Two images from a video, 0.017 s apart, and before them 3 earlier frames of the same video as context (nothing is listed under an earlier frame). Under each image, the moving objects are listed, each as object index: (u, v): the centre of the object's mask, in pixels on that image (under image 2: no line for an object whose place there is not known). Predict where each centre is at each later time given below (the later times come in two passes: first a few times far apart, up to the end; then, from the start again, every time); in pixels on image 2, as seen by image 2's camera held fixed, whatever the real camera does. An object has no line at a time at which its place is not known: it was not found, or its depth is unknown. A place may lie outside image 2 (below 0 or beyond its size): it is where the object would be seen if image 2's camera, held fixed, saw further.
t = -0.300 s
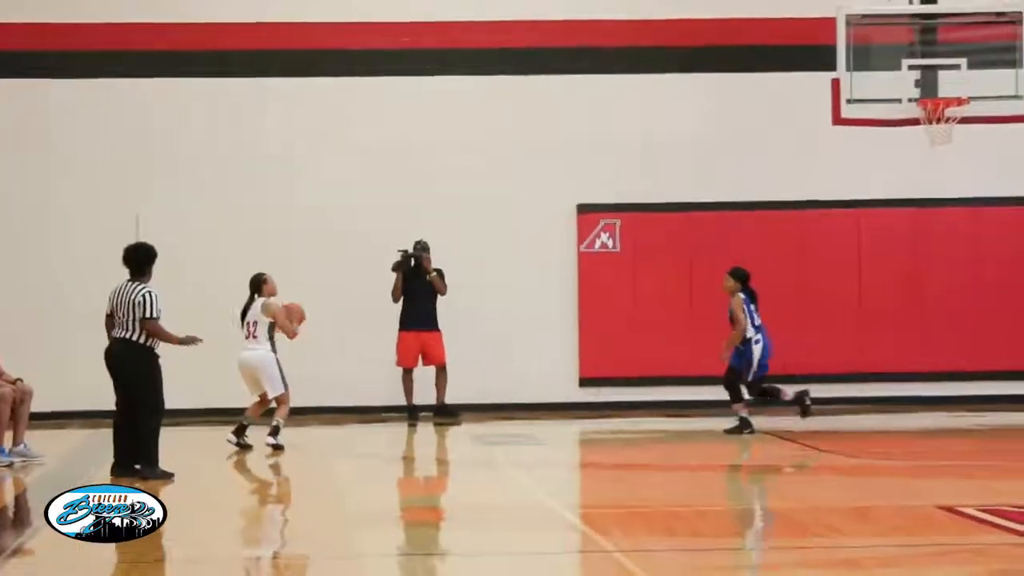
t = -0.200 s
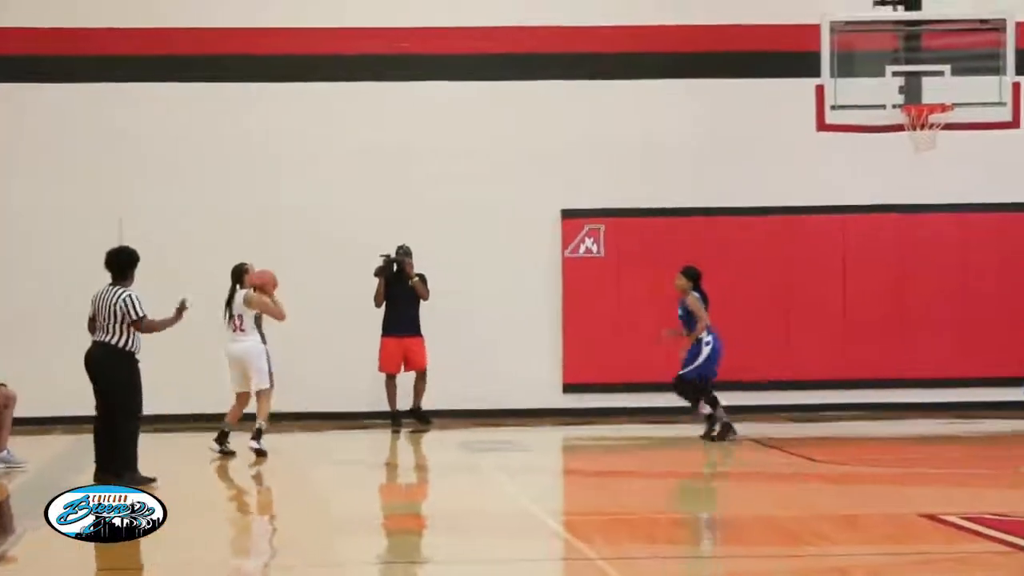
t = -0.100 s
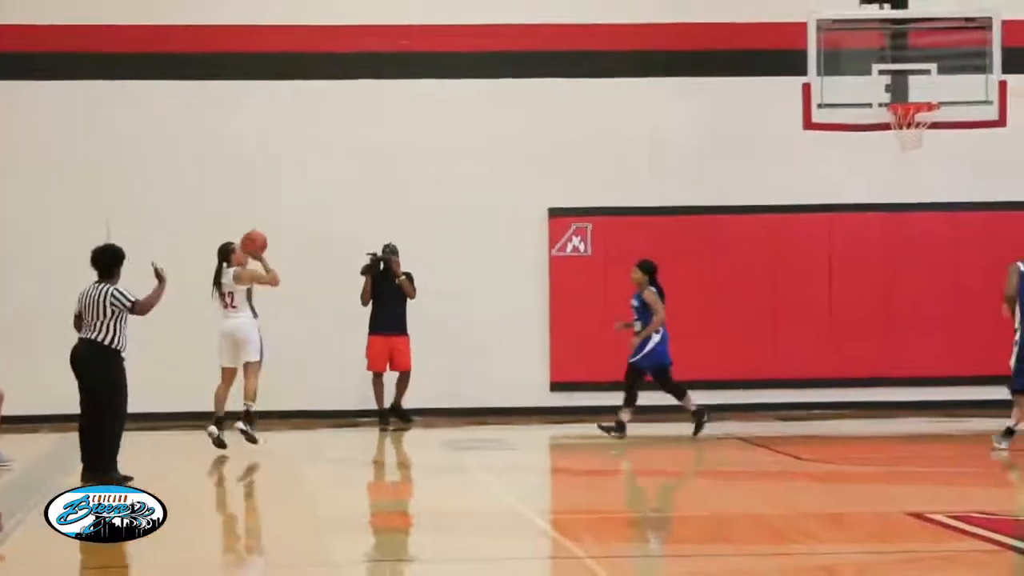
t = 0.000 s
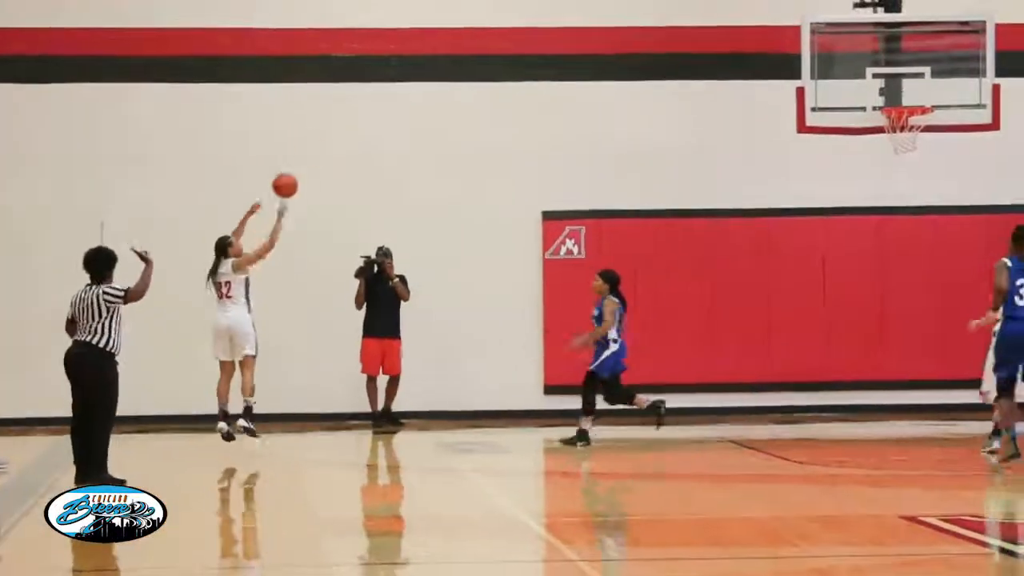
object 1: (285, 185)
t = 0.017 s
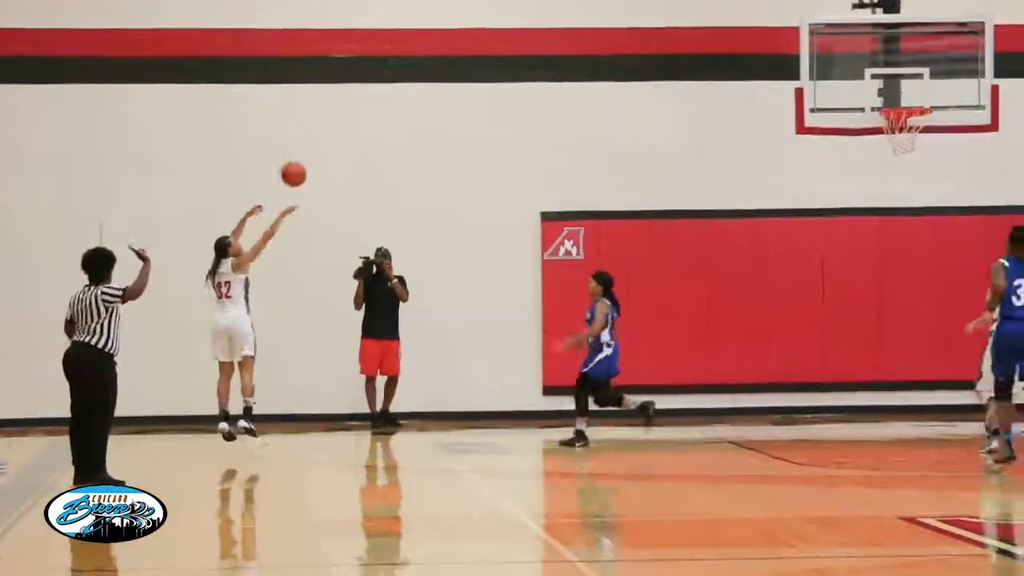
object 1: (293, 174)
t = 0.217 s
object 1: (407, 56)
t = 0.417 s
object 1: (515, -15)
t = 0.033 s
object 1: (303, 163)
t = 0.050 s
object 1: (313, 151)
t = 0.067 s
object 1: (322, 141)
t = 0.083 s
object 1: (331, 130)
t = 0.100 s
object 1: (341, 120)
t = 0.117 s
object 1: (351, 110)
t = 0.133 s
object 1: (360, 100)
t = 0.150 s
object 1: (370, 90)
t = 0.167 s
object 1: (379, 81)
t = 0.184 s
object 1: (388, 72)
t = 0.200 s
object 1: (398, 64)
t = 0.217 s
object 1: (407, 56)
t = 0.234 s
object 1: (415, 48)
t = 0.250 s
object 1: (424, 39)
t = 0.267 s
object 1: (434, 31)
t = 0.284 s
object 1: (442, 24)
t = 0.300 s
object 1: (451, 22)
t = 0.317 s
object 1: (462, 16)
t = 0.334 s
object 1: (471, 10)
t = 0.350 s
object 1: (481, 4)
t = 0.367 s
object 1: (489, -1)
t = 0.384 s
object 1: (499, -6)
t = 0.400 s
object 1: (507, -11)
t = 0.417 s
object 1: (515, -15)
